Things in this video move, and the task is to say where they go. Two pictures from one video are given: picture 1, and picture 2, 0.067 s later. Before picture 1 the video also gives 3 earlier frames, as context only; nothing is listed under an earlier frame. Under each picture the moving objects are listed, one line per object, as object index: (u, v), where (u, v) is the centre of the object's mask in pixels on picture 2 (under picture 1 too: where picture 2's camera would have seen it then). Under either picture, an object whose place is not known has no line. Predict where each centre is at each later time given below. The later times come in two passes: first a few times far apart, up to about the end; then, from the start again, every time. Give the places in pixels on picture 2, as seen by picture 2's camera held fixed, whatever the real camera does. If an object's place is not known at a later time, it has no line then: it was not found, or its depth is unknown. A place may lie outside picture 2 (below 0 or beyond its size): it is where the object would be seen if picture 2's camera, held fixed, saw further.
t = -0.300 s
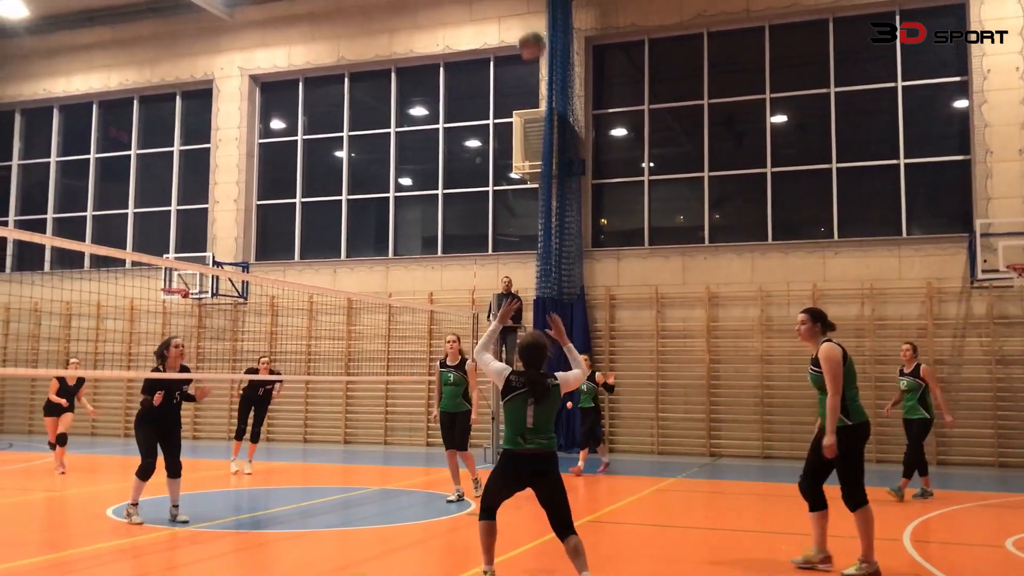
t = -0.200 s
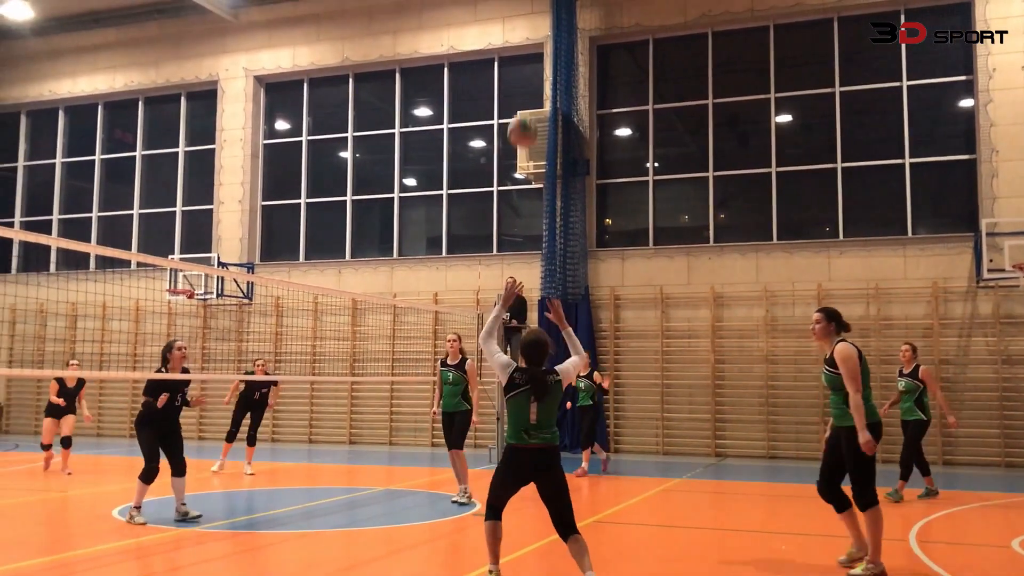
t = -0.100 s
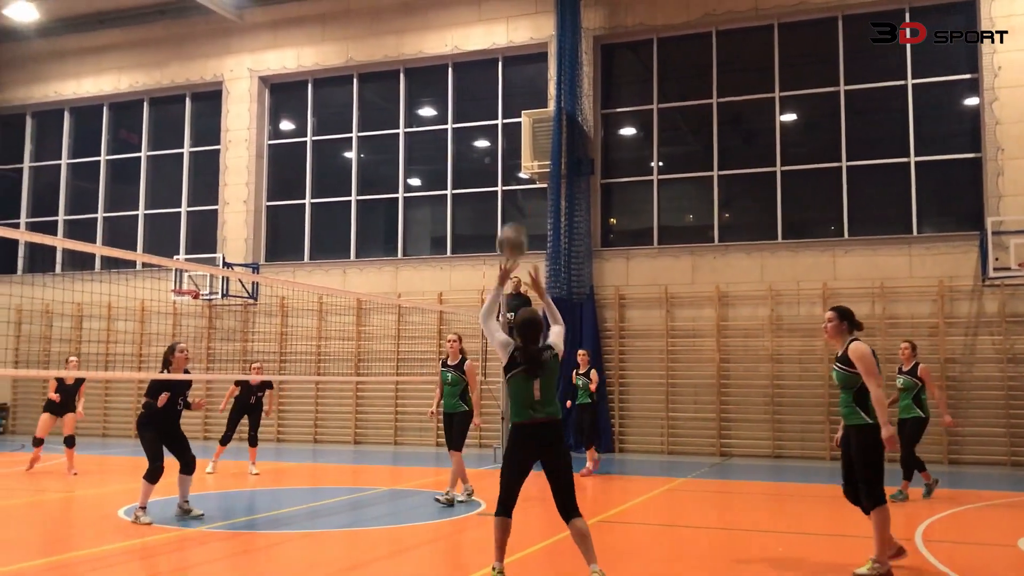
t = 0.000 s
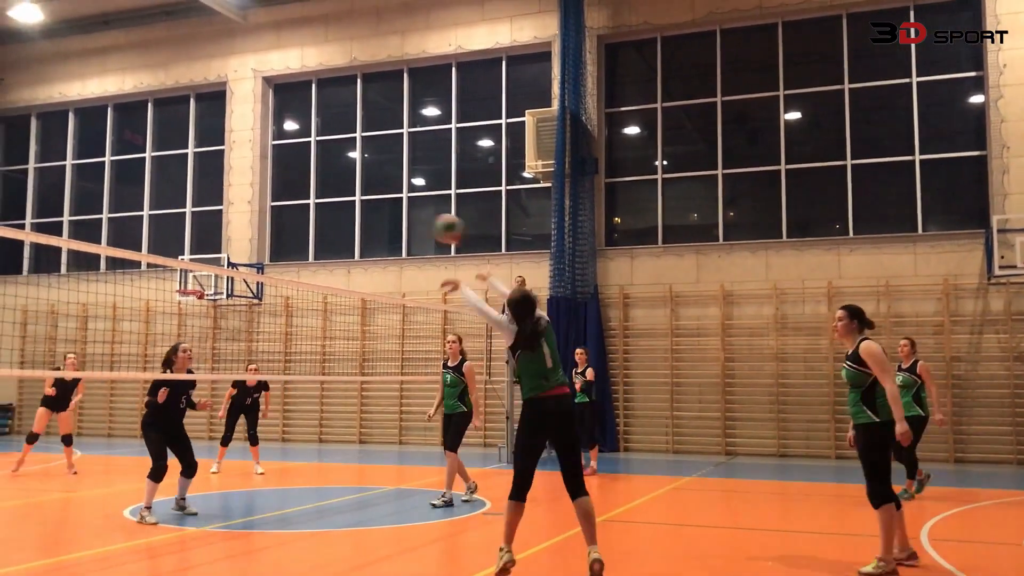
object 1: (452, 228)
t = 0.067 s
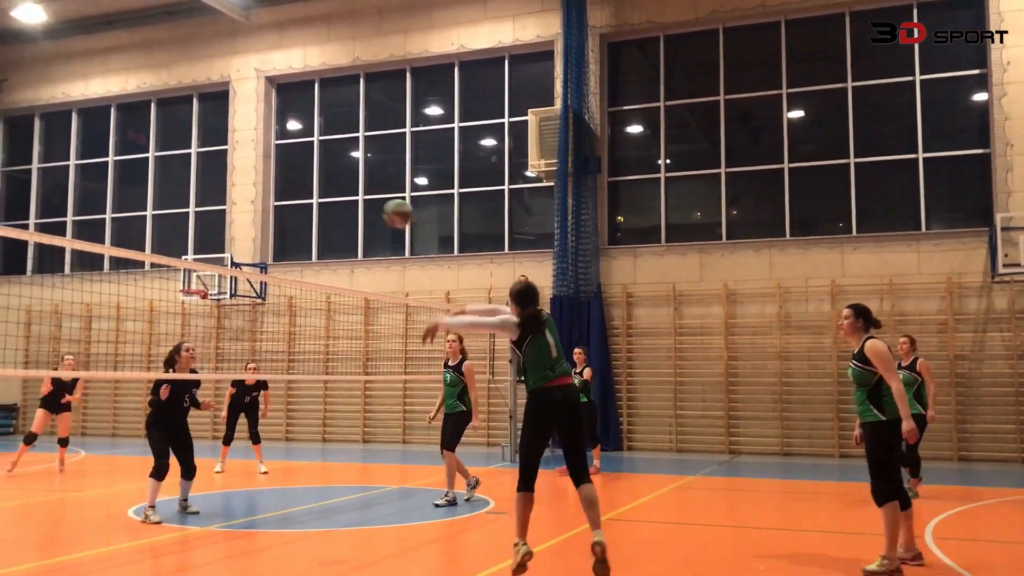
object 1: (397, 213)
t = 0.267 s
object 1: (272, 211)
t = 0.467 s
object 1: (177, 248)
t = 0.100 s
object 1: (376, 209)
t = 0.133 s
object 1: (351, 207)
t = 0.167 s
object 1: (331, 206)
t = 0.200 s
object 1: (309, 206)
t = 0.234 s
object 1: (290, 208)
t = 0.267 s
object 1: (272, 211)
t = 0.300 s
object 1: (254, 216)
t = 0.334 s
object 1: (237, 221)
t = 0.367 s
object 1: (221, 227)
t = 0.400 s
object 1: (206, 234)
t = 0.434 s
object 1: (190, 241)
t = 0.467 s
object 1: (177, 248)
